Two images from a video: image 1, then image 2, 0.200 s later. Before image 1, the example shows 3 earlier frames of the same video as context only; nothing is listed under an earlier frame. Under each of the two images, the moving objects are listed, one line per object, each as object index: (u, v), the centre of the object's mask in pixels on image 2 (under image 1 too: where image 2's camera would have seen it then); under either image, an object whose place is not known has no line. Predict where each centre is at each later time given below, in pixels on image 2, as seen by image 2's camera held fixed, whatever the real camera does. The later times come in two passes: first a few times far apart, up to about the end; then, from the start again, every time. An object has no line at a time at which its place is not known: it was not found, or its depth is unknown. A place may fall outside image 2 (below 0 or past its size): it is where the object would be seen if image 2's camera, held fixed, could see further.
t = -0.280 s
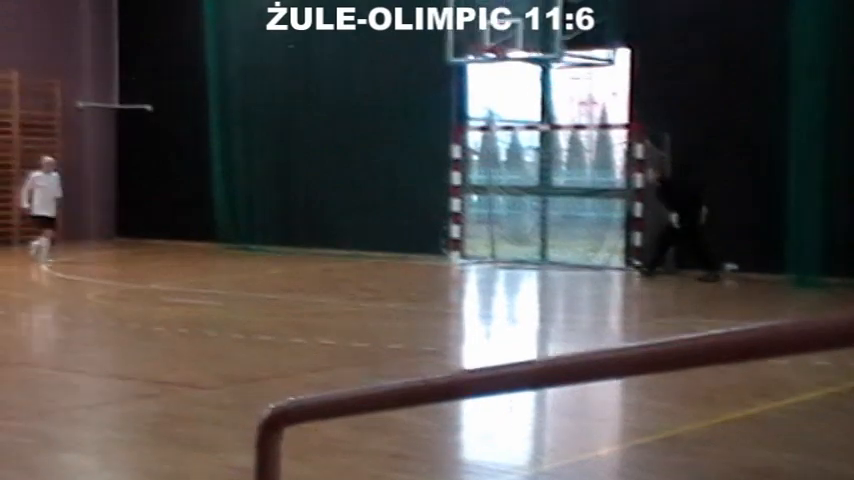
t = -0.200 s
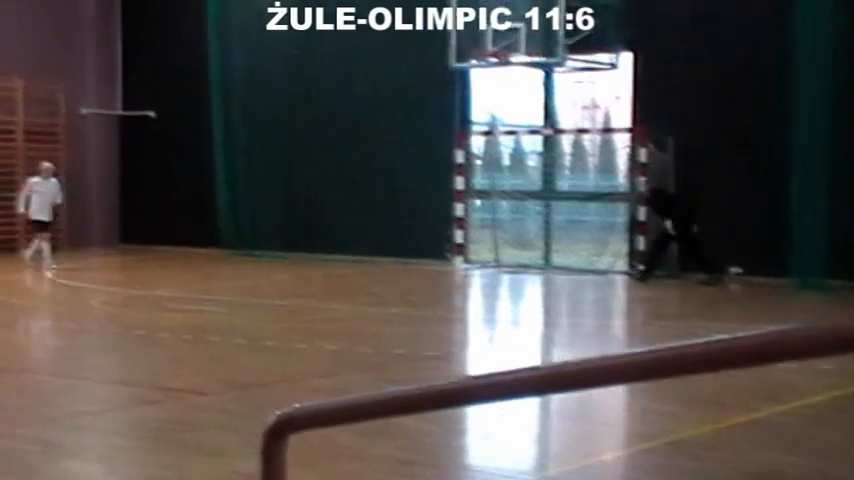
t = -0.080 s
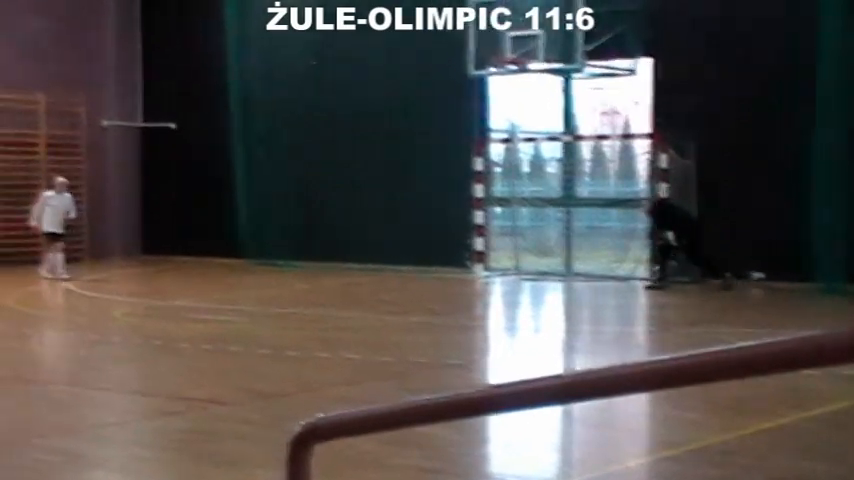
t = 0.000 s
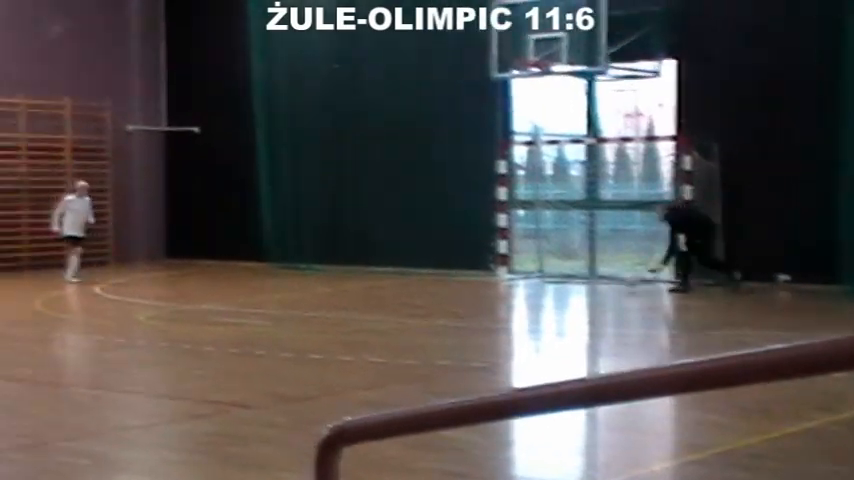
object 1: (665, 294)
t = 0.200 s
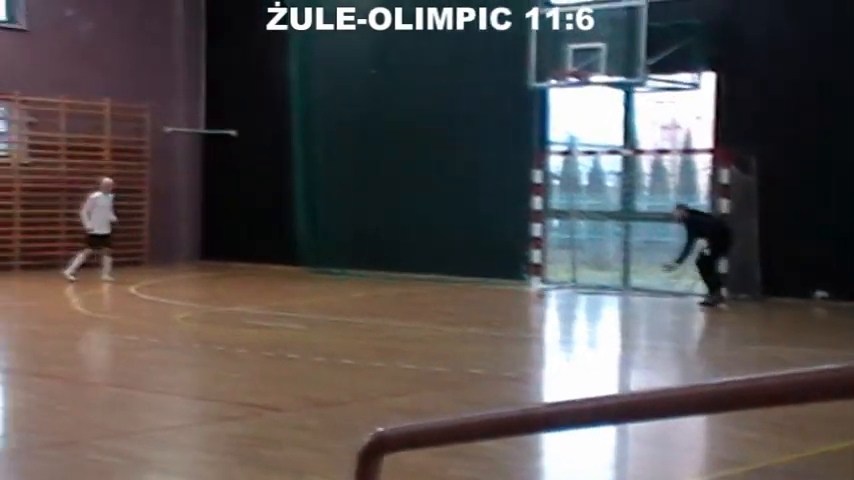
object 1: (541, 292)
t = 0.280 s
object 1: (493, 288)
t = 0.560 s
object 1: (353, 285)
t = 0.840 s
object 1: (233, 282)
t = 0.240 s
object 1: (515, 289)
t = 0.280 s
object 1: (493, 288)
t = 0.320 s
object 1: (470, 288)
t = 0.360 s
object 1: (450, 286)
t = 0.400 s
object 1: (430, 286)
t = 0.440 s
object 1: (410, 286)
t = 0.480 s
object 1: (391, 285)
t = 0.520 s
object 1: (372, 285)
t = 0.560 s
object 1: (353, 285)
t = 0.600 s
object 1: (336, 284)
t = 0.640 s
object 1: (318, 282)
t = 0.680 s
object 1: (302, 283)
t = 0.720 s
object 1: (284, 282)
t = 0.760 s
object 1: (267, 283)
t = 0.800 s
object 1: (251, 282)
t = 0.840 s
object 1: (233, 282)
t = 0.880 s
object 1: (218, 281)
